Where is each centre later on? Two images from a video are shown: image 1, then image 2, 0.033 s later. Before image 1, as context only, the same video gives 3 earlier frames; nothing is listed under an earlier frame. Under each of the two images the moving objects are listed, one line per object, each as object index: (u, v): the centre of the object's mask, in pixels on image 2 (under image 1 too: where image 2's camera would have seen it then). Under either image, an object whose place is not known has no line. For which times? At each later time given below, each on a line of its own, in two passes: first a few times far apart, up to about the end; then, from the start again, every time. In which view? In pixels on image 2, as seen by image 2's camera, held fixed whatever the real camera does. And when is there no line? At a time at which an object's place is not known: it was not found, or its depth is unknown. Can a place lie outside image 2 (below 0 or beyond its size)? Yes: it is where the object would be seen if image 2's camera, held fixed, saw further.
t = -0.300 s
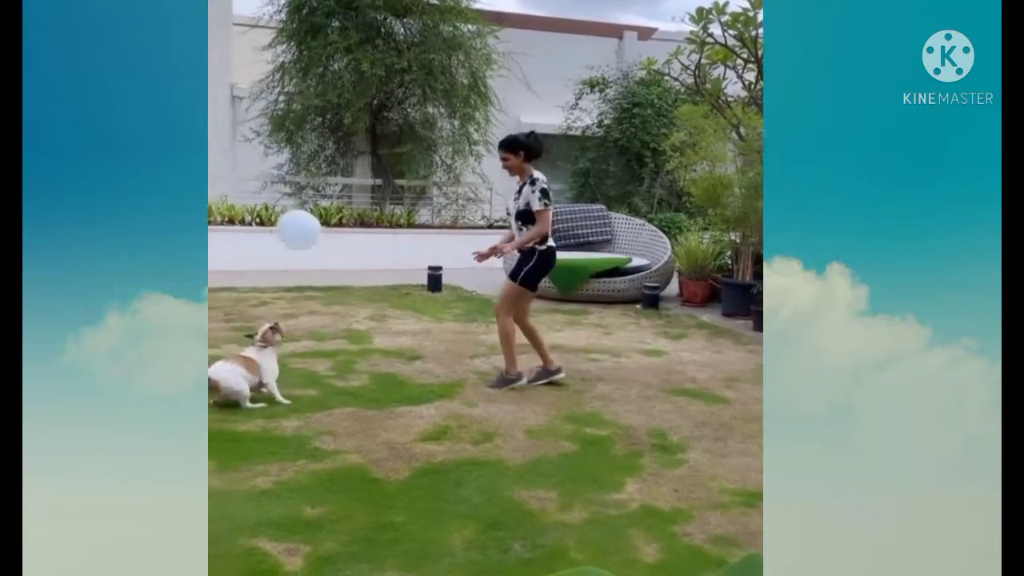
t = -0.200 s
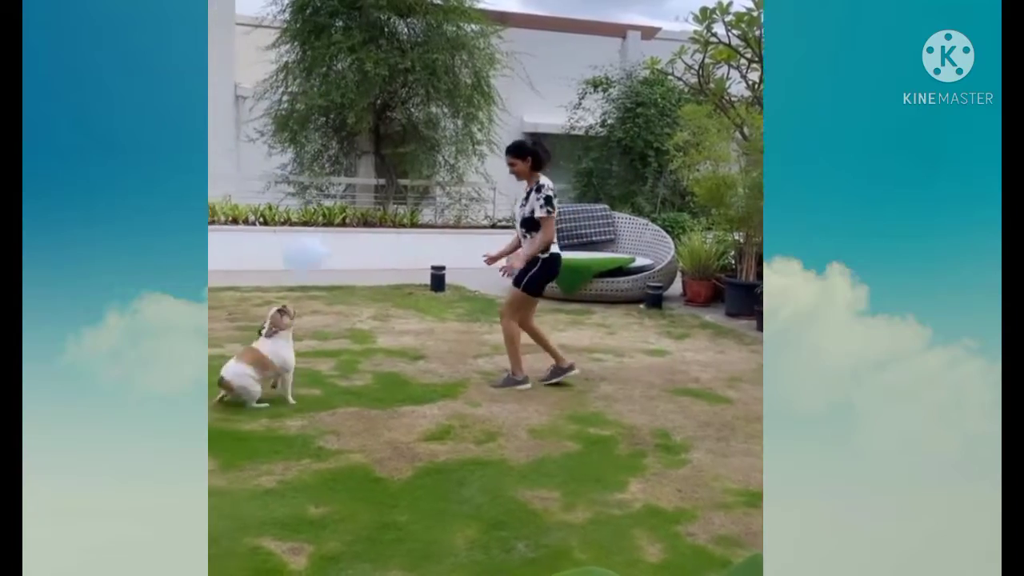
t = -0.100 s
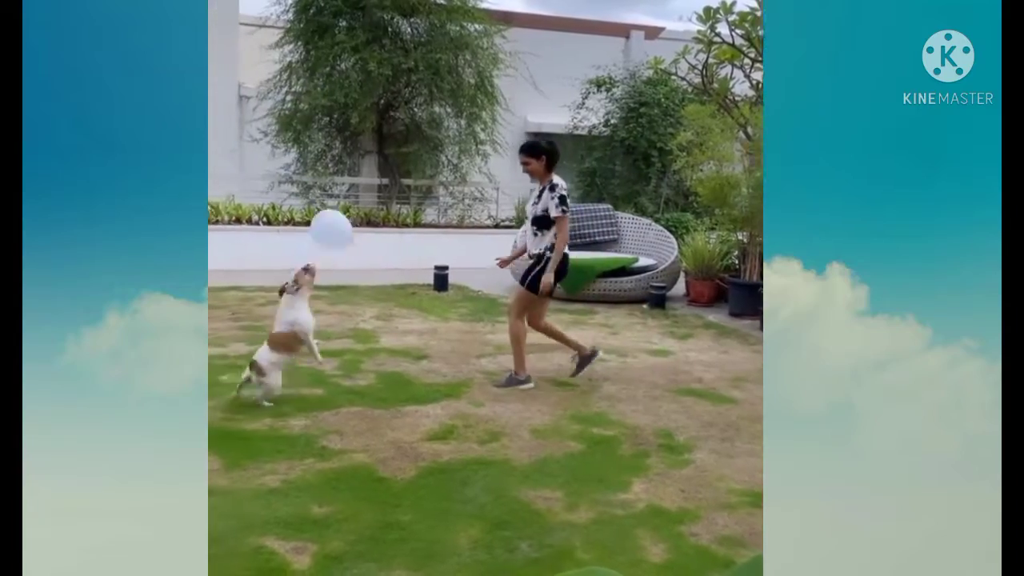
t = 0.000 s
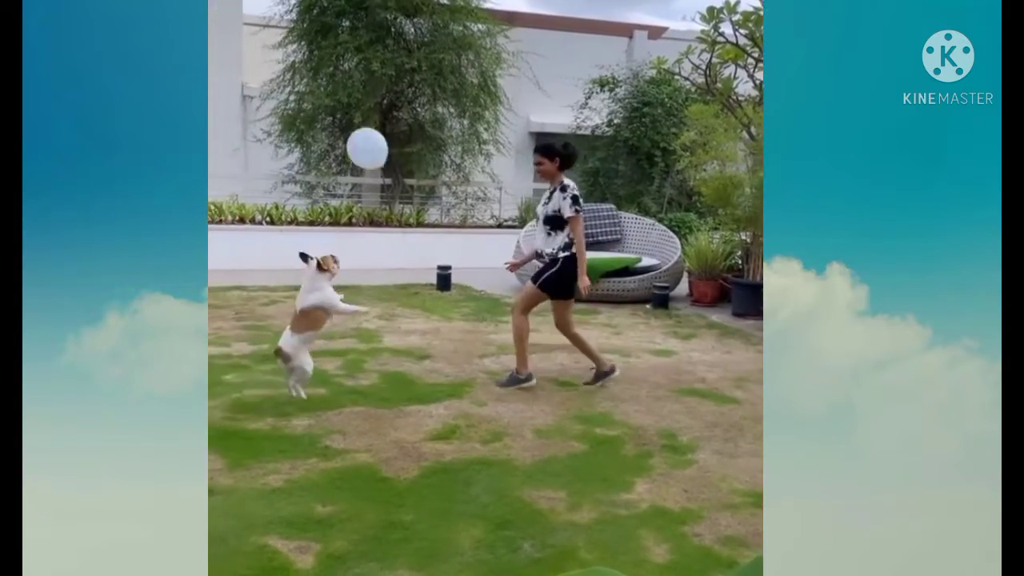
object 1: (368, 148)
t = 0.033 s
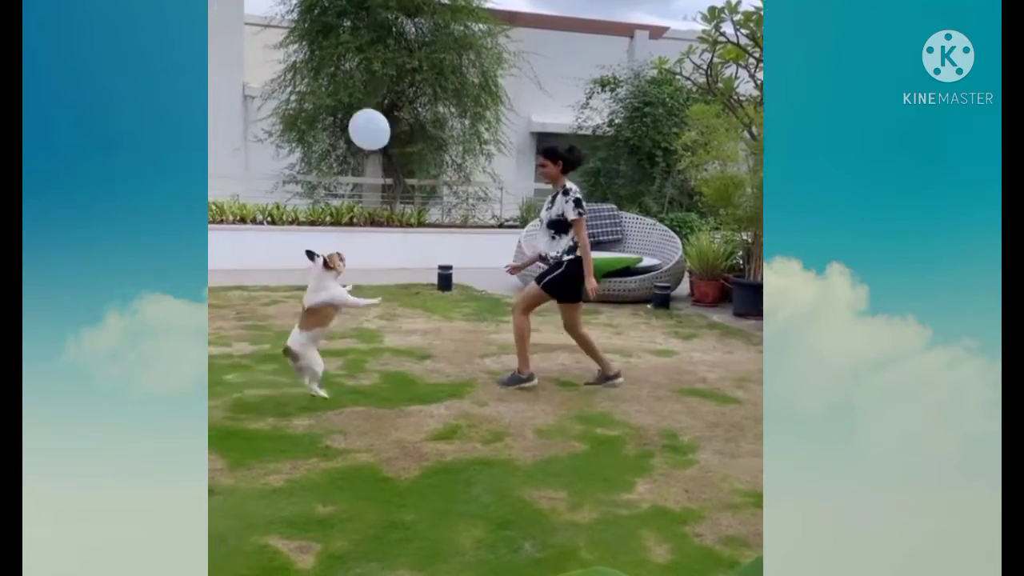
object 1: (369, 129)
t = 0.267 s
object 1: (369, 89)
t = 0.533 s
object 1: (383, 75)
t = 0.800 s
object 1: (394, 91)
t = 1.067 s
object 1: (409, 125)
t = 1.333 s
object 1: (418, 174)
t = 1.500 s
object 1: (421, 212)
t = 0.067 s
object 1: (367, 116)
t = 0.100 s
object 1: (364, 108)
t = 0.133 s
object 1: (363, 102)
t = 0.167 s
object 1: (363, 98)
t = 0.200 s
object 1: (365, 95)
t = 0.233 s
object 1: (367, 92)
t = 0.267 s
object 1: (369, 89)
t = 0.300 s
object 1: (371, 86)
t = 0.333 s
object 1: (373, 83)
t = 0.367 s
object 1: (375, 80)
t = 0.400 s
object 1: (377, 78)
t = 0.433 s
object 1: (378, 76)
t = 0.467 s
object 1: (380, 75)
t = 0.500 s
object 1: (381, 75)
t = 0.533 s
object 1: (383, 75)
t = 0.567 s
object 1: (384, 75)
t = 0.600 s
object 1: (385, 76)
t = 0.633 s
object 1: (387, 77)
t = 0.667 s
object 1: (388, 79)
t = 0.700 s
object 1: (389, 81)
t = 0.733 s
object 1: (390, 84)
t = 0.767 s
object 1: (392, 88)
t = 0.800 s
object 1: (394, 91)
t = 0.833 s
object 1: (395, 95)
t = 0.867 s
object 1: (397, 99)
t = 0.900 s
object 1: (399, 103)
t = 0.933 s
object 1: (402, 107)
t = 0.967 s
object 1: (404, 111)
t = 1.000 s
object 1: (406, 116)
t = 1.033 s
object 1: (408, 120)
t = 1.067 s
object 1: (409, 125)
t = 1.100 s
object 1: (411, 131)
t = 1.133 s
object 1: (412, 136)
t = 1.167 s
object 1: (413, 142)
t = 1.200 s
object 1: (415, 148)
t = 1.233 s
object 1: (416, 154)
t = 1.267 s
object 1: (416, 161)
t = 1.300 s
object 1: (417, 167)
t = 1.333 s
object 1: (418, 174)
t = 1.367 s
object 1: (419, 182)
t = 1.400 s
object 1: (420, 189)
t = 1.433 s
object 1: (420, 197)
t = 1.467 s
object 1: (421, 205)
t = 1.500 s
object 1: (421, 212)
